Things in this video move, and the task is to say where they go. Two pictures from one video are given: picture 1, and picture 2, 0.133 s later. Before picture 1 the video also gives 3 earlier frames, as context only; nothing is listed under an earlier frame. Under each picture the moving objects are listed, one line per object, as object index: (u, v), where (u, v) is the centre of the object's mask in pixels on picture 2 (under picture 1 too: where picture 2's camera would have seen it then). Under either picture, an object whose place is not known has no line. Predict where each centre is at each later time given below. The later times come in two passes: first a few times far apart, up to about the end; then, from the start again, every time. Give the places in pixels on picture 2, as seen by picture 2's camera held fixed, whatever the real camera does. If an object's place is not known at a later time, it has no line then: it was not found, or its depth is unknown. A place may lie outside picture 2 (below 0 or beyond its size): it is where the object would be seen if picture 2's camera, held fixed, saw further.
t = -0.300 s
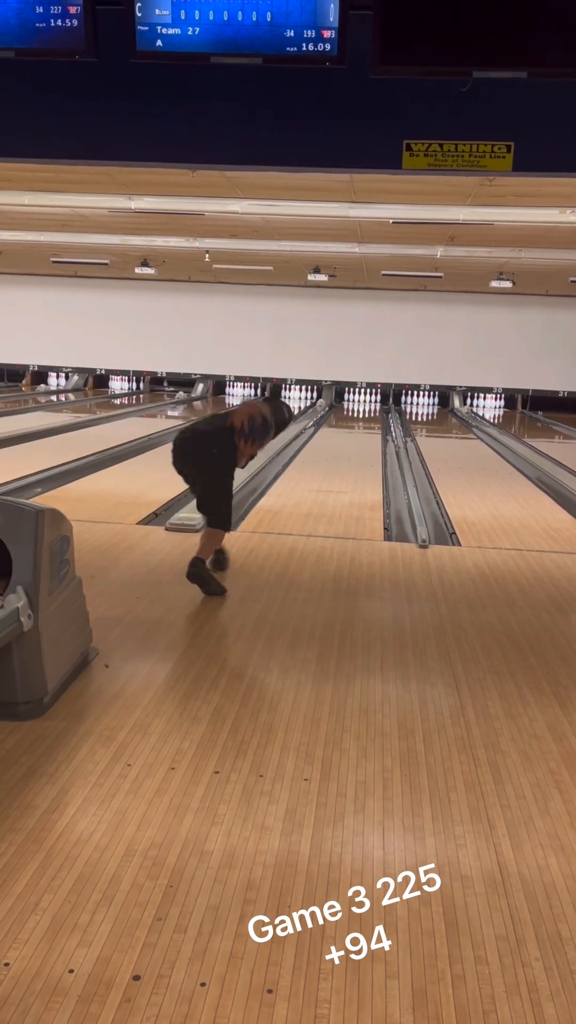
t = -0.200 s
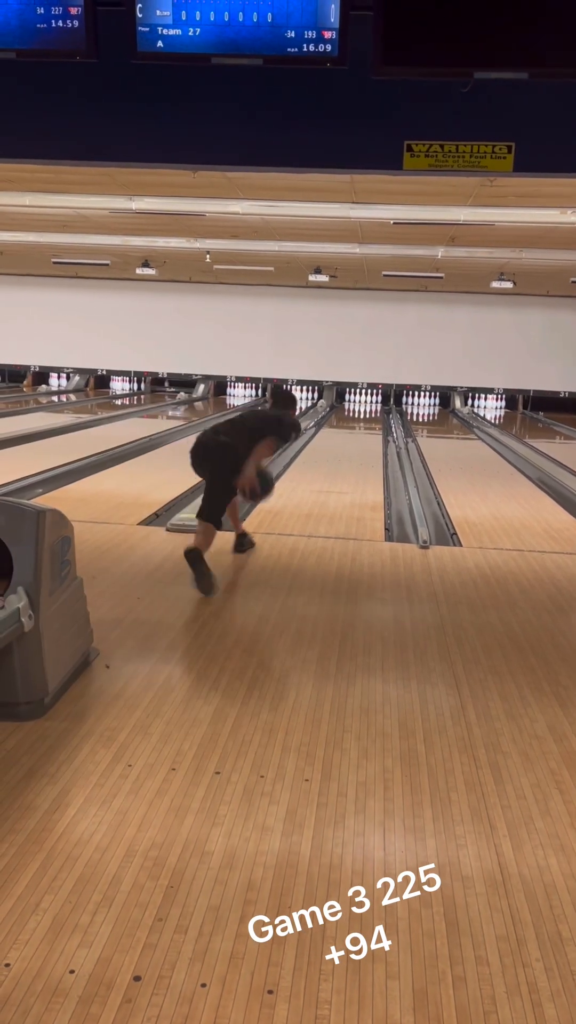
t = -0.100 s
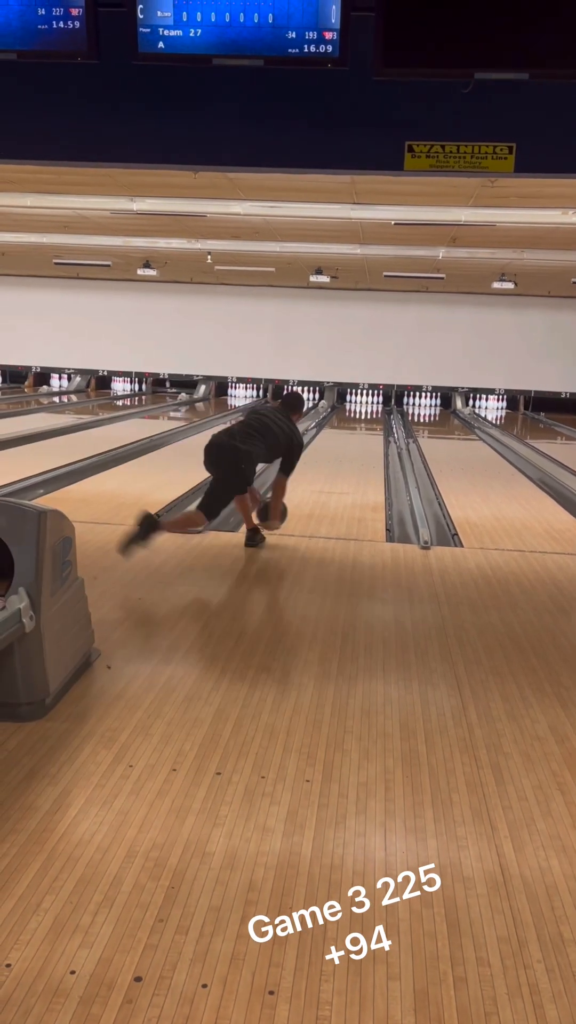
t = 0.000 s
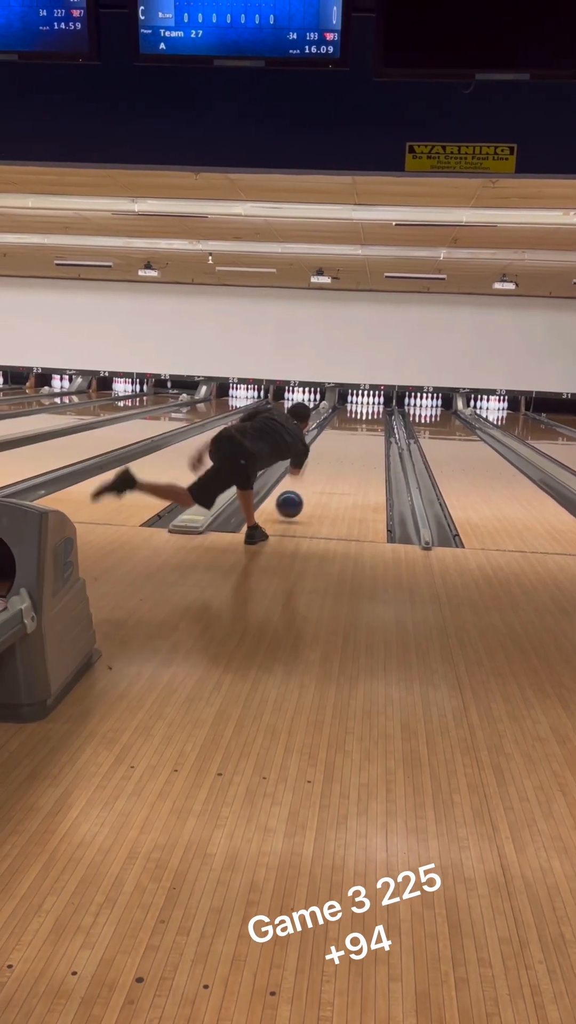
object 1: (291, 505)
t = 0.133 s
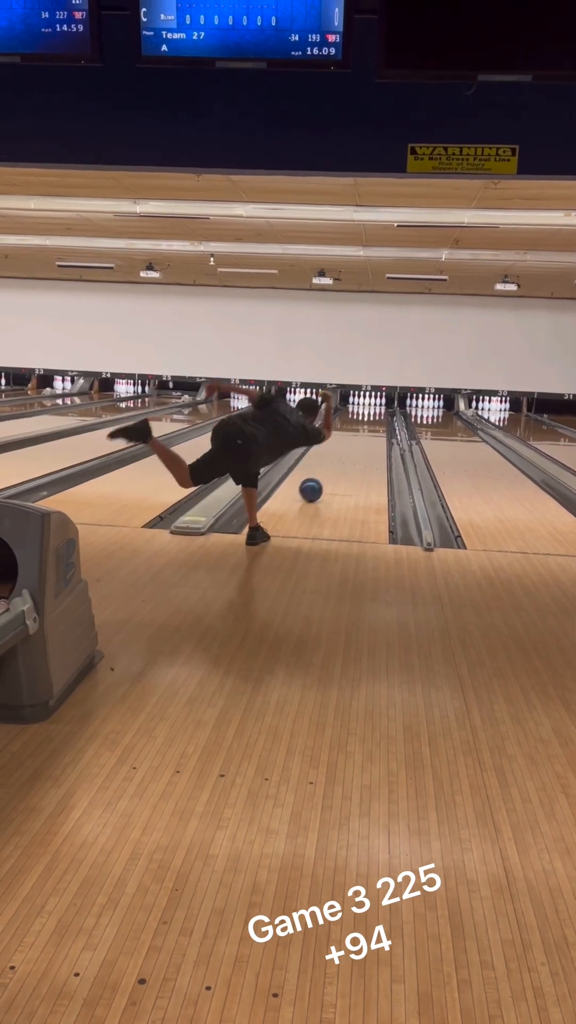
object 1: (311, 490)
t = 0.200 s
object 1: (319, 481)
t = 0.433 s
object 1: (340, 460)
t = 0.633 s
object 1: (352, 447)
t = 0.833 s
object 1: (361, 437)
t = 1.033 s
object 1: (368, 430)
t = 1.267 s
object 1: (374, 422)
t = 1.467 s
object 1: (377, 417)
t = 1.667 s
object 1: (379, 413)
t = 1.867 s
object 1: (379, 409)
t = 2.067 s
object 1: (376, 406)
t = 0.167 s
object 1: (315, 485)
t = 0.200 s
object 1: (319, 481)
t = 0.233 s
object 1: (322, 478)
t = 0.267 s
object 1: (326, 475)
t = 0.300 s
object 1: (329, 471)
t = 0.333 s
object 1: (332, 468)
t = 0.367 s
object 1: (334, 466)
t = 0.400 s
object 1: (337, 463)
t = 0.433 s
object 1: (340, 460)
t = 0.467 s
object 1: (342, 458)
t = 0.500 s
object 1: (344, 455)
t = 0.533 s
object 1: (346, 453)
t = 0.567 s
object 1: (348, 451)
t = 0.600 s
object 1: (350, 449)
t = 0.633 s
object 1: (352, 447)
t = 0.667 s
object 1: (354, 445)
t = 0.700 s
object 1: (355, 443)
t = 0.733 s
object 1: (357, 442)
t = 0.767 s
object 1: (359, 440)
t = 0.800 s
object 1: (360, 439)
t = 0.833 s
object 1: (361, 437)
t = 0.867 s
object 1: (363, 436)
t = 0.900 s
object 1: (364, 434)
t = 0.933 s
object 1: (365, 433)
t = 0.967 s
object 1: (366, 432)
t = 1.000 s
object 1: (367, 431)
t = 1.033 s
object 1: (368, 430)
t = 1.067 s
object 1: (369, 428)
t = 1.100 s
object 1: (370, 427)
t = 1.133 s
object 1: (371, 426)
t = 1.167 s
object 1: (372, 425)
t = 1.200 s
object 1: (373, 424)
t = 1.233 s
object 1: (373, 423)
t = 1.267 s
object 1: (374, 422)
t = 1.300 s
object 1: (375, 421)
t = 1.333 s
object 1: (375, 420)
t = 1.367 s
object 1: (376, 419)
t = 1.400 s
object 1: (376, 419)
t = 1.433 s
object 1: (376, 418)
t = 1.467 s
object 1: (377, 417)
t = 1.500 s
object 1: (377, 416)
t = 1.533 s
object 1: (378, 416)
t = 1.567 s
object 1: (378, 415)
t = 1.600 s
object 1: (378, 414)
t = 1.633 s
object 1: (378, 413)
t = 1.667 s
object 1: (379, 413)
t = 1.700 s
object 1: (379, 412)
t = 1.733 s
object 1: (379, 411)
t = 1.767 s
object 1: (379, 411)
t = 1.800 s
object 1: (379, 410)
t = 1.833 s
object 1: (379, 410)
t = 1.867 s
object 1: (379, 409)
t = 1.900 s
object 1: (378, 409)
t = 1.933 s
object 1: (378, 408)
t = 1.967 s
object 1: (377, 407)
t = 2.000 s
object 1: (377, 407)
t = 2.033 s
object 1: (376, 406)
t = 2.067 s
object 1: (376, 406)
